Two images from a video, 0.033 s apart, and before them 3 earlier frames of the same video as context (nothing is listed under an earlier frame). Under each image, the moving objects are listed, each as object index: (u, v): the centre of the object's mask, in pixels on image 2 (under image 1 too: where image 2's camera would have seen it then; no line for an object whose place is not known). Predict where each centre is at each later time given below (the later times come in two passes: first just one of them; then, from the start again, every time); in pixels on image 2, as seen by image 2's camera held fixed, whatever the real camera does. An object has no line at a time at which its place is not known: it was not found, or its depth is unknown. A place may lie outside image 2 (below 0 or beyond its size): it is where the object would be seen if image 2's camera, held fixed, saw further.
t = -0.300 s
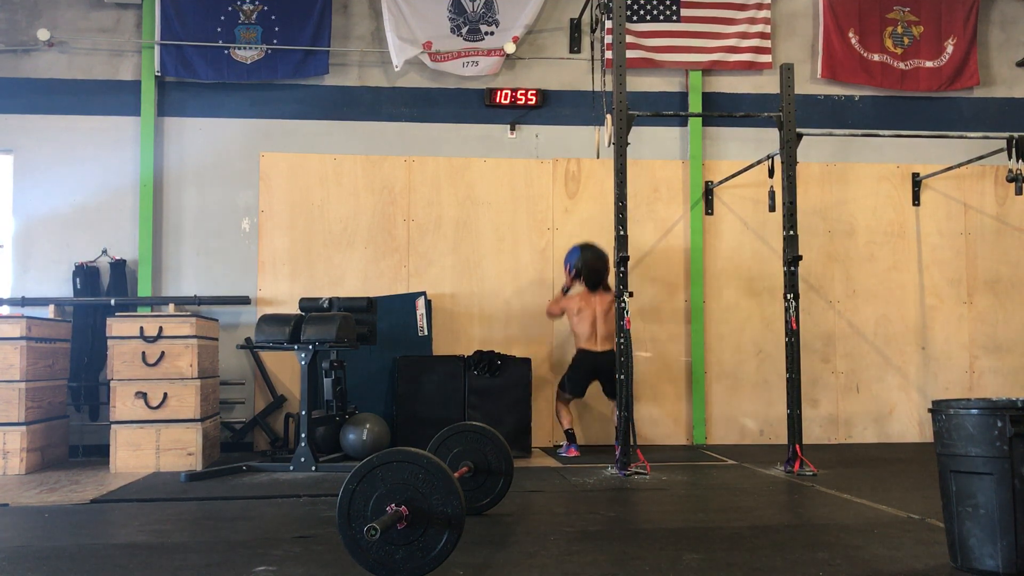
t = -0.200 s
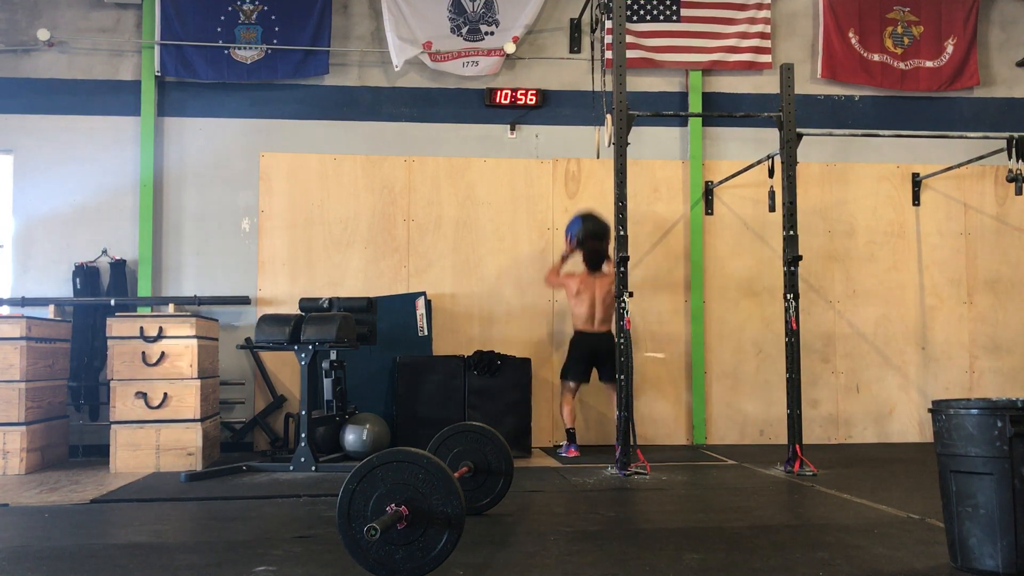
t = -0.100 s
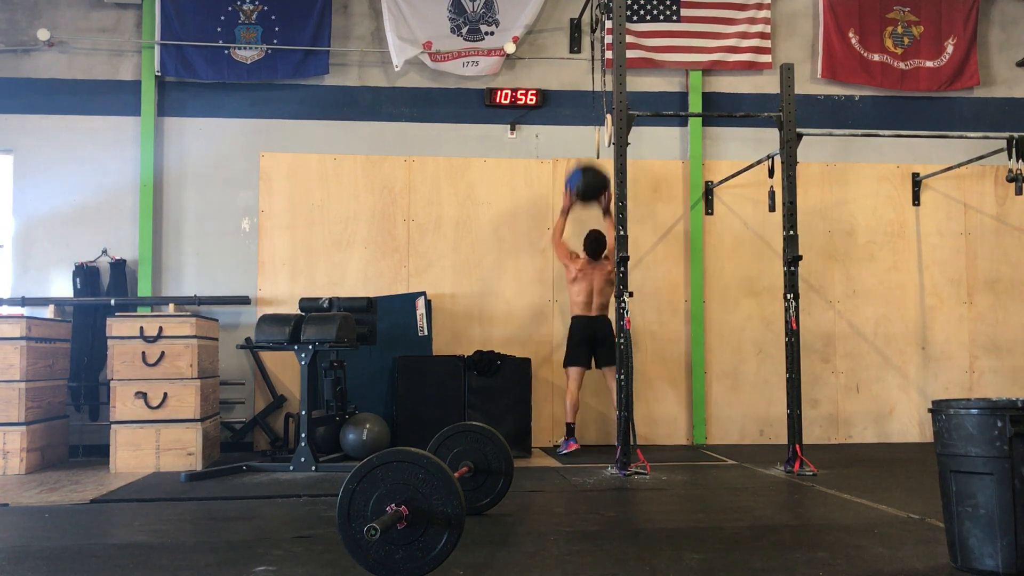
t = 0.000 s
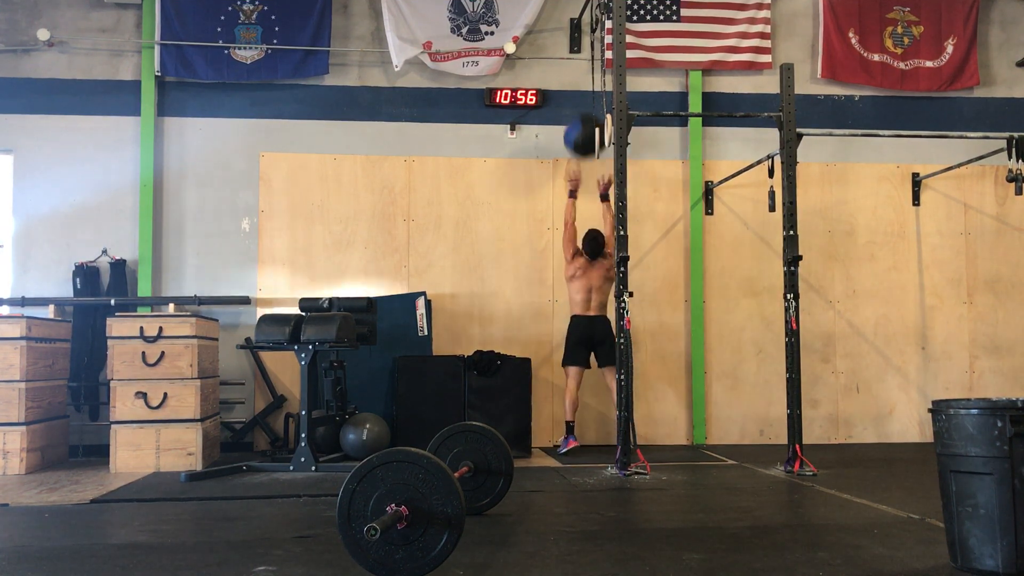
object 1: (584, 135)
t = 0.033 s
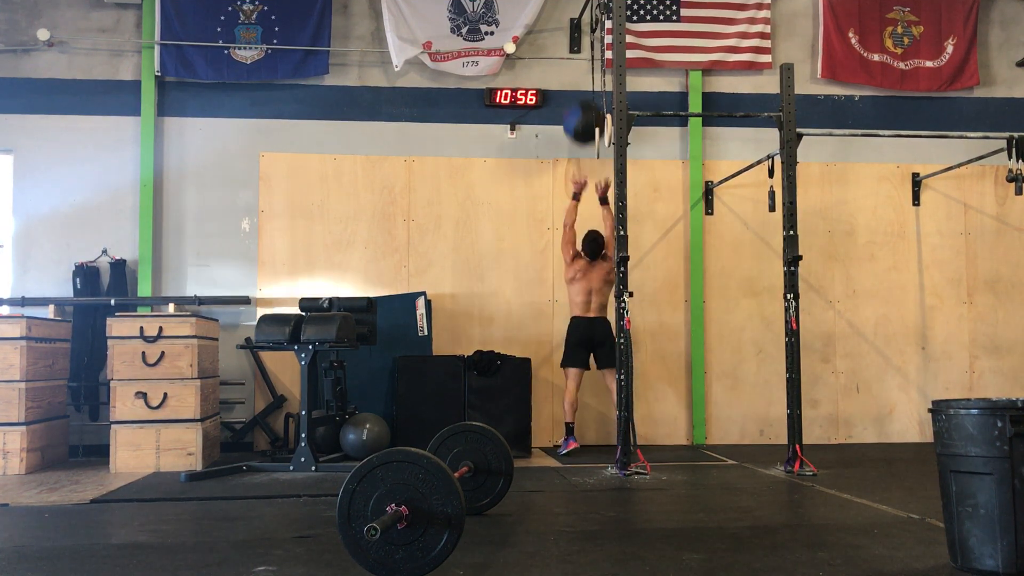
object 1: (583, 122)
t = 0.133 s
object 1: (583, 92)
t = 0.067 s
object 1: (583, 110)
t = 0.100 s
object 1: (583, 101)
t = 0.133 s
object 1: (583, 92)
